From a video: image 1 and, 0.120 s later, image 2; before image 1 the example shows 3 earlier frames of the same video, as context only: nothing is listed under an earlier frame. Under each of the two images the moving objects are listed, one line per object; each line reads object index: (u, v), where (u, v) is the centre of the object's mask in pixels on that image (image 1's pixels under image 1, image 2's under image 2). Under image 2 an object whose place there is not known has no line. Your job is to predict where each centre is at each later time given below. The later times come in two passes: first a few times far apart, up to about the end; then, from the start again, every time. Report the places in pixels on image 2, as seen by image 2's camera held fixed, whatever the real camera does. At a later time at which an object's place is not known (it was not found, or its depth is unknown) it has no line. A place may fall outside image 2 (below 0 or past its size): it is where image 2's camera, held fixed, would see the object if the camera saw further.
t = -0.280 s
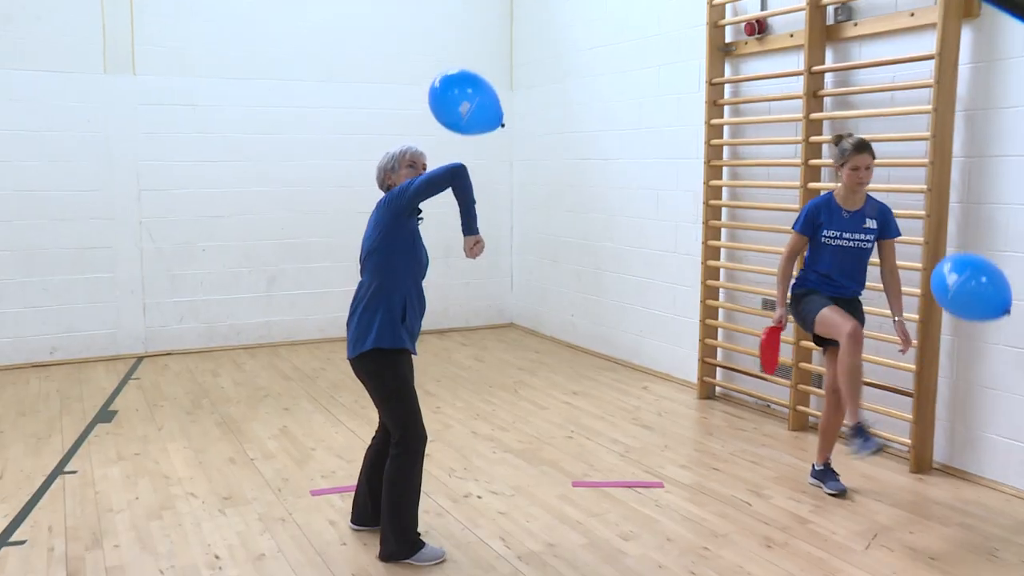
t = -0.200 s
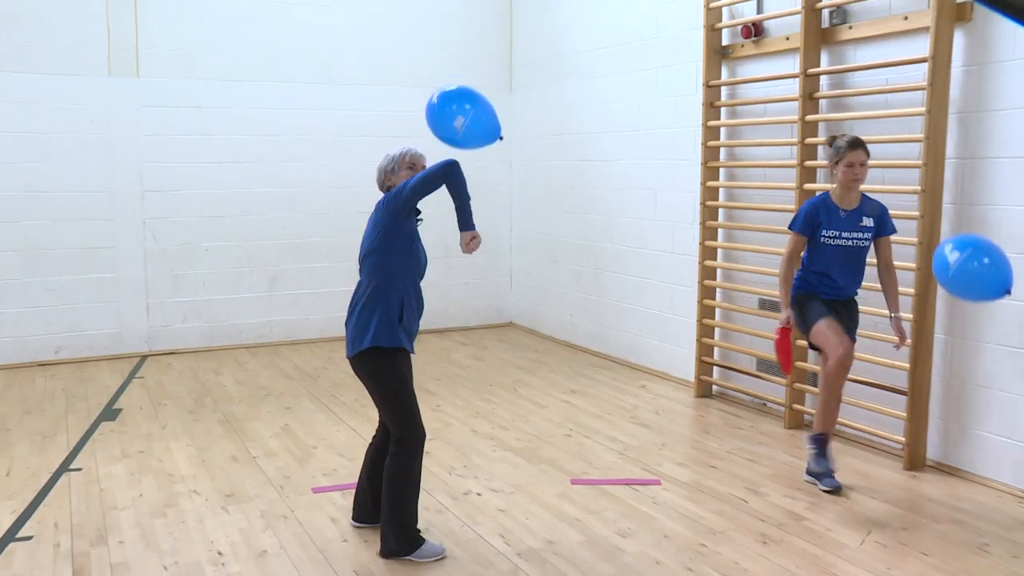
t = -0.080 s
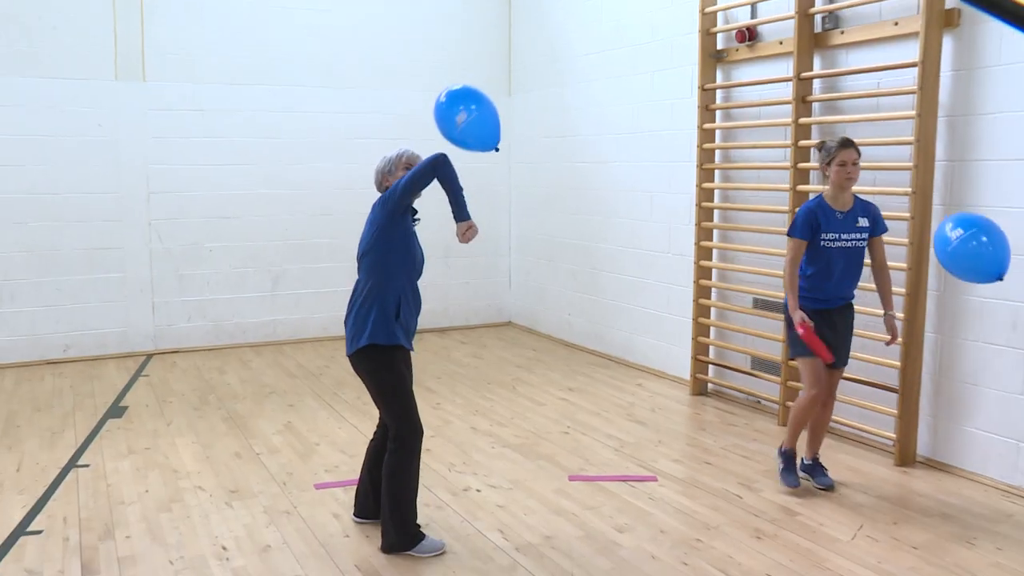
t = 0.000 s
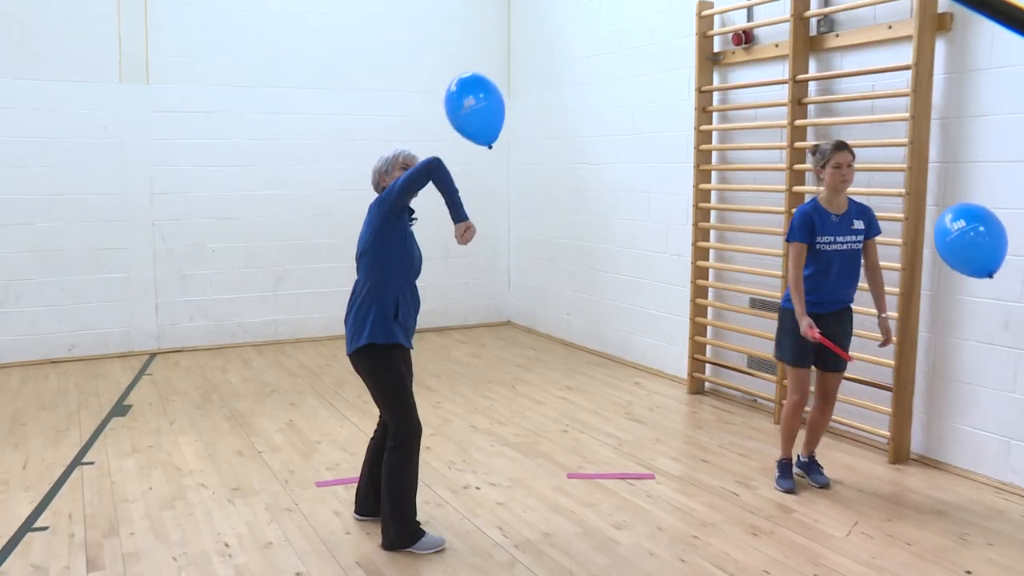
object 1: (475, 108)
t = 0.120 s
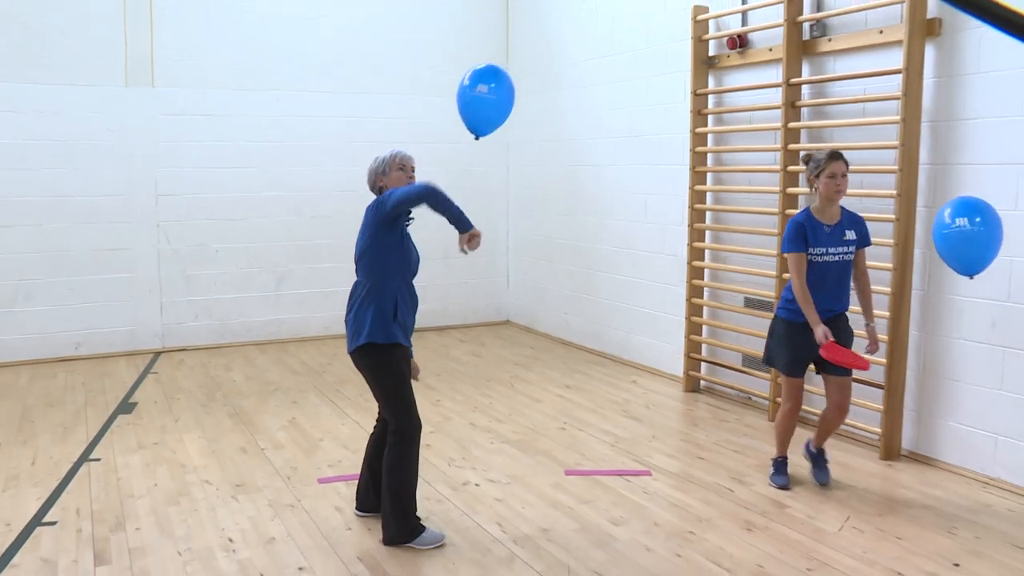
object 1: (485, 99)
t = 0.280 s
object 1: (498, 92)
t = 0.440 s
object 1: (511, 97)
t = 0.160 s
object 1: (488, 96)
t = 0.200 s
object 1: (492, 94)
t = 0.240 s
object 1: (495, 92)
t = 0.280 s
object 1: (498, 92)
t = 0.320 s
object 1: (501, 92)
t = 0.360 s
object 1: (504, 93)
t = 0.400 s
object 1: (507, 95)
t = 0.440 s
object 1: (511, 97)
